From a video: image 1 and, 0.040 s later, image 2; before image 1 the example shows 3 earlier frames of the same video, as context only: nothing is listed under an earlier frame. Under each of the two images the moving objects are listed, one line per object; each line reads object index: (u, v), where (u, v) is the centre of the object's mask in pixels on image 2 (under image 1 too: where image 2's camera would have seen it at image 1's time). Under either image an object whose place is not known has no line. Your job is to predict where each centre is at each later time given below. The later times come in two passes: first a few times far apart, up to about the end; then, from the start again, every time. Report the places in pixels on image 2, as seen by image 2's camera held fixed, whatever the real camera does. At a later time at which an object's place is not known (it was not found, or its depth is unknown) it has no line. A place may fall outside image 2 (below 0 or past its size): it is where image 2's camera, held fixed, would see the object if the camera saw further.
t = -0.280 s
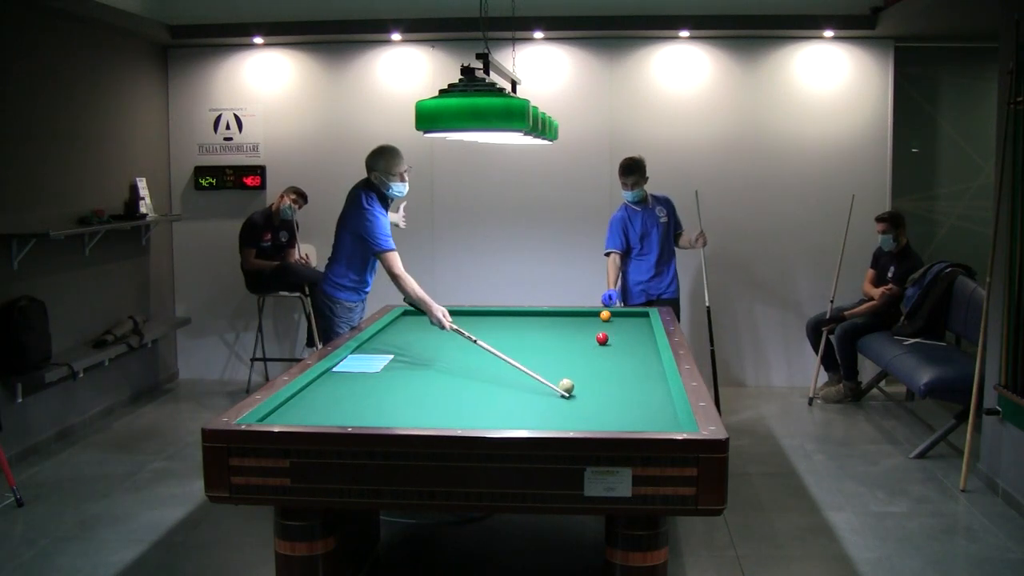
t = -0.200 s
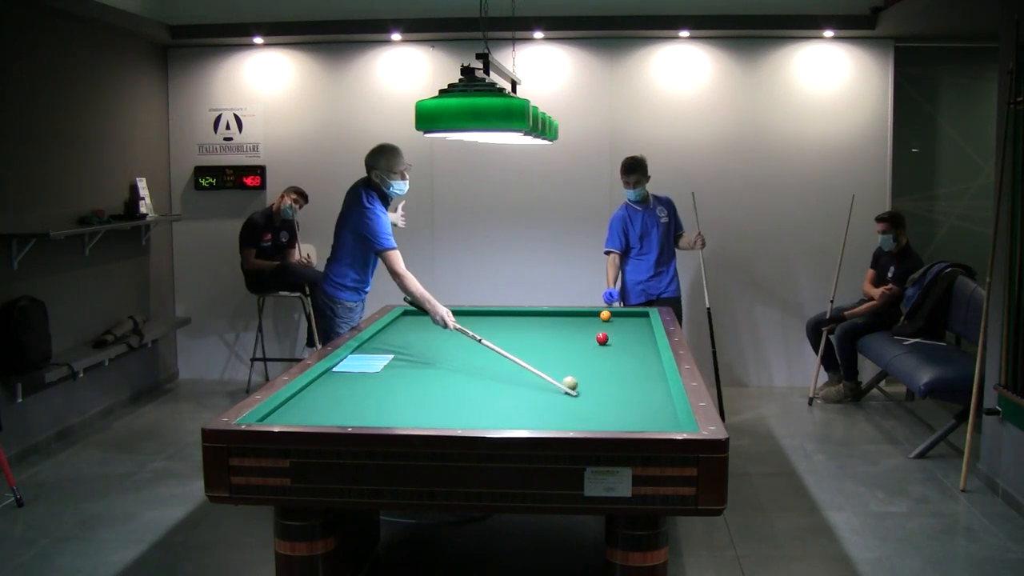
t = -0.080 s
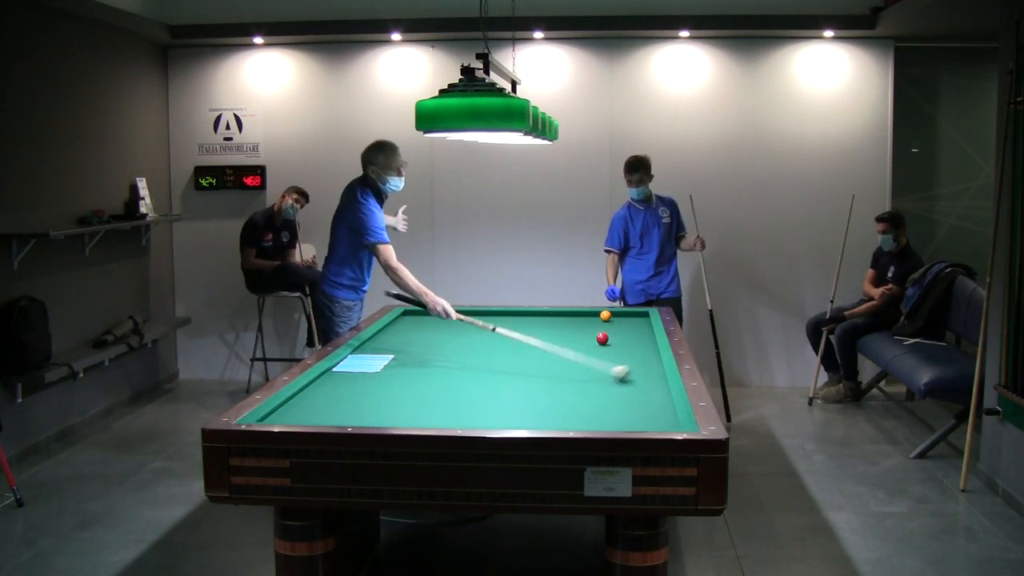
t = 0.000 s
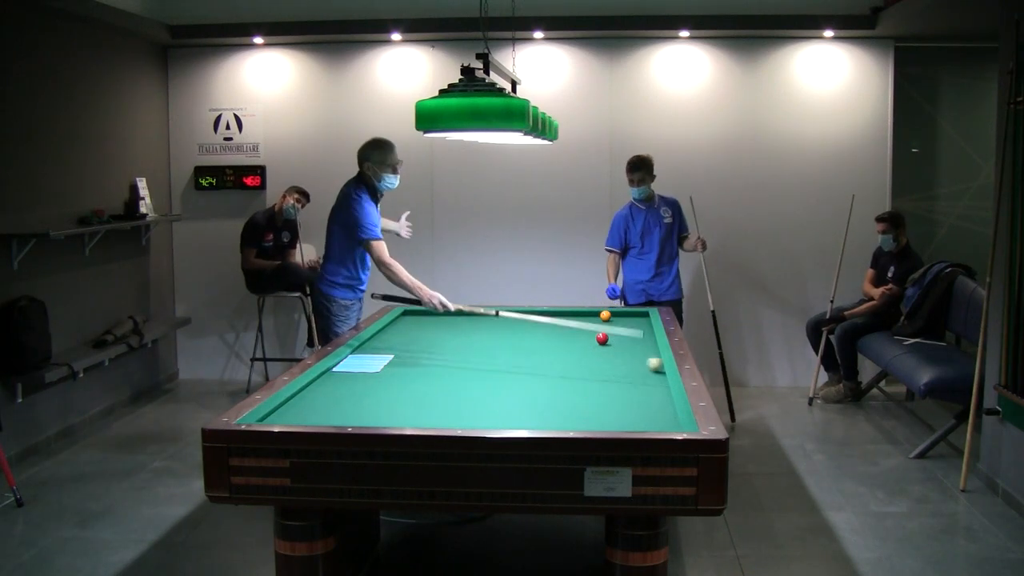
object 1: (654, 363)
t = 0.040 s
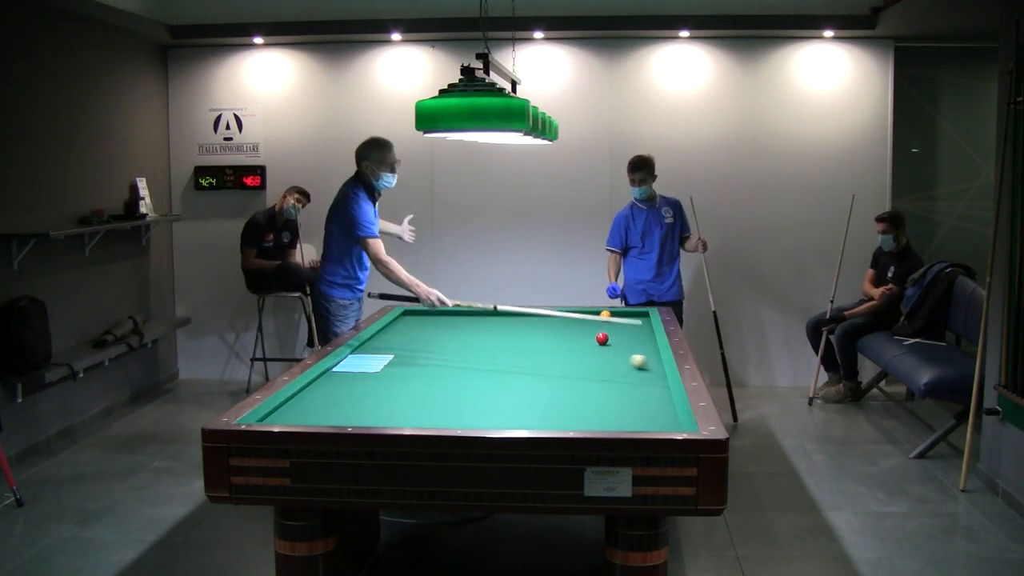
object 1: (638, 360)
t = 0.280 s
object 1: (557, 345)
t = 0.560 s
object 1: (492, 332)
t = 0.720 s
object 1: (460, 325)
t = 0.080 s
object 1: (622, 358)
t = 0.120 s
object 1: (607, 355)
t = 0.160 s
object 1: (593, 352)
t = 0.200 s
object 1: (580, 350)
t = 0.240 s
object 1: (568, 347)
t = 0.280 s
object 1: (557, 345)
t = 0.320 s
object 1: (546, 343)
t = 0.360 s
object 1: (537, 341)
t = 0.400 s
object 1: (527, 339)
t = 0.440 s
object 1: (518, 337)
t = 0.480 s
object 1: (509, 335)
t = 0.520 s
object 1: (500, 334)
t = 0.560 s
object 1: (492, 332)
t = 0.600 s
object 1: (483, 330)
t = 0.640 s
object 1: (476, 328)
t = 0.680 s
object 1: (468, 326)
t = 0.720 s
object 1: (460, 325)
